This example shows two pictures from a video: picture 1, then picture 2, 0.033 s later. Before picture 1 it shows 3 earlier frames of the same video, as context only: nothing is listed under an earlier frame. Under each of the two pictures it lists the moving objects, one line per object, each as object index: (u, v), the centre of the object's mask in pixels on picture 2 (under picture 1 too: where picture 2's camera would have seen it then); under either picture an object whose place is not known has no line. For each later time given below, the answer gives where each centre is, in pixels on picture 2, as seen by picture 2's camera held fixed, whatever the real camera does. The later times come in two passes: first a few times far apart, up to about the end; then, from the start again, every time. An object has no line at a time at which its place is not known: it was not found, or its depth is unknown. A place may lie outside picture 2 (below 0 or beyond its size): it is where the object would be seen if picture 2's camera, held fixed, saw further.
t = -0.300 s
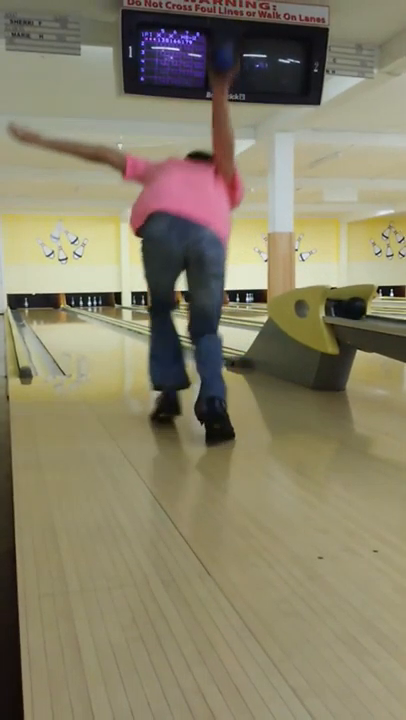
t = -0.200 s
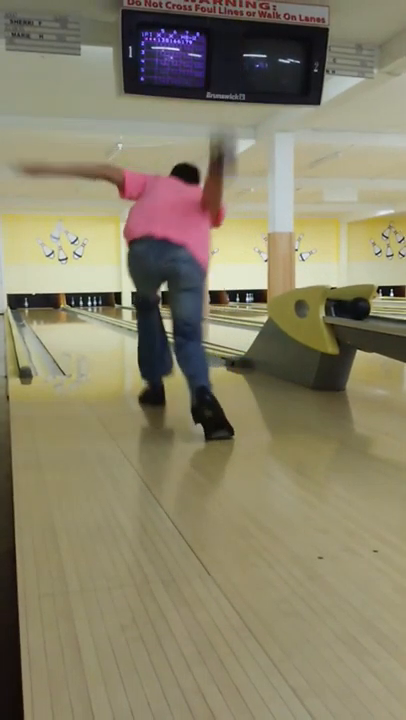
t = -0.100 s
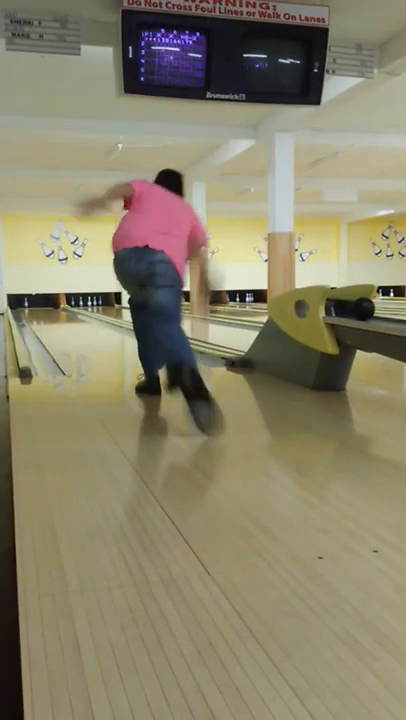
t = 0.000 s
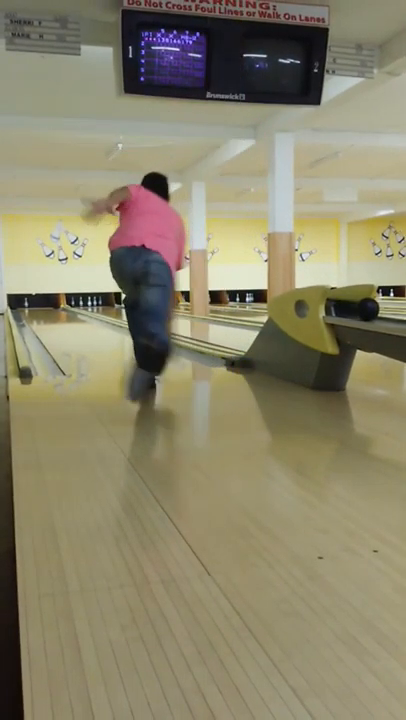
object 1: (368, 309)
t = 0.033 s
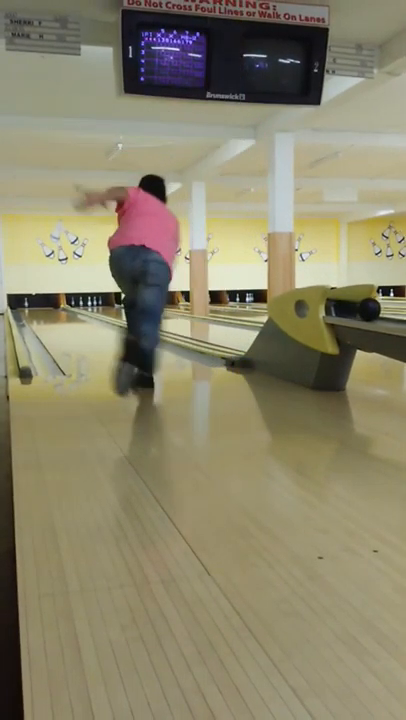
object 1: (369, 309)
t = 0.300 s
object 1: (382, 311)
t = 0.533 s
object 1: (396, 312)
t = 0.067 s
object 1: (371, 309)
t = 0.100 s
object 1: (372, 309)
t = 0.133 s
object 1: (373, 309)
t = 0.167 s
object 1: (375, 310)
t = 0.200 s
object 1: (377, 310)
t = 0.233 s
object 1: (378, 310)
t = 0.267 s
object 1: (380, 310)
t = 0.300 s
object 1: (382, 311)
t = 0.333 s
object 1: (384, 311)
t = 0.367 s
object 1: (386, 311)
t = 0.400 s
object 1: (388, 311)
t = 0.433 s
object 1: (390, 311)
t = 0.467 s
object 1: (392, 311)
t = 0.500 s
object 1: (394, 312)
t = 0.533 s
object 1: (396, 312)
